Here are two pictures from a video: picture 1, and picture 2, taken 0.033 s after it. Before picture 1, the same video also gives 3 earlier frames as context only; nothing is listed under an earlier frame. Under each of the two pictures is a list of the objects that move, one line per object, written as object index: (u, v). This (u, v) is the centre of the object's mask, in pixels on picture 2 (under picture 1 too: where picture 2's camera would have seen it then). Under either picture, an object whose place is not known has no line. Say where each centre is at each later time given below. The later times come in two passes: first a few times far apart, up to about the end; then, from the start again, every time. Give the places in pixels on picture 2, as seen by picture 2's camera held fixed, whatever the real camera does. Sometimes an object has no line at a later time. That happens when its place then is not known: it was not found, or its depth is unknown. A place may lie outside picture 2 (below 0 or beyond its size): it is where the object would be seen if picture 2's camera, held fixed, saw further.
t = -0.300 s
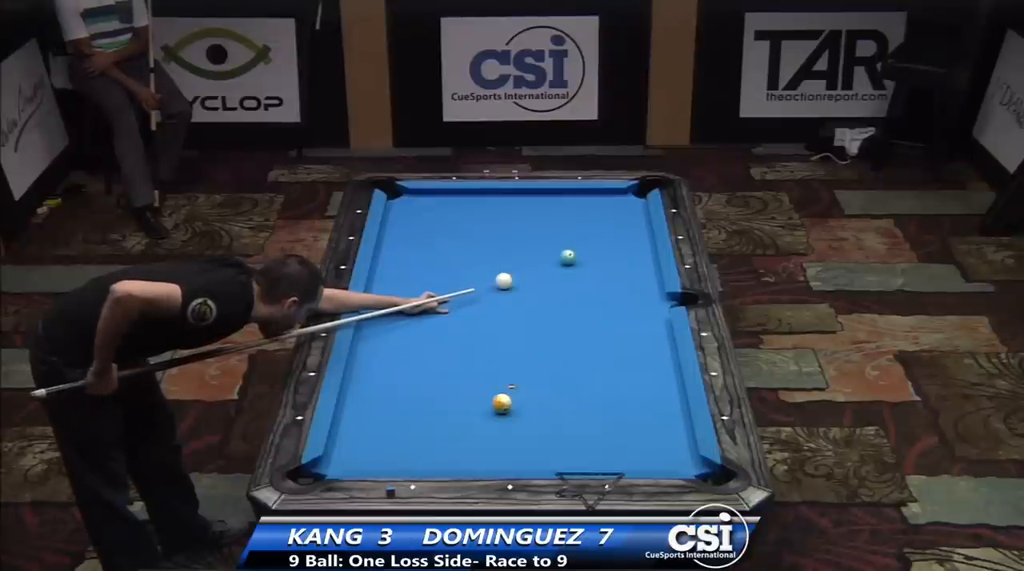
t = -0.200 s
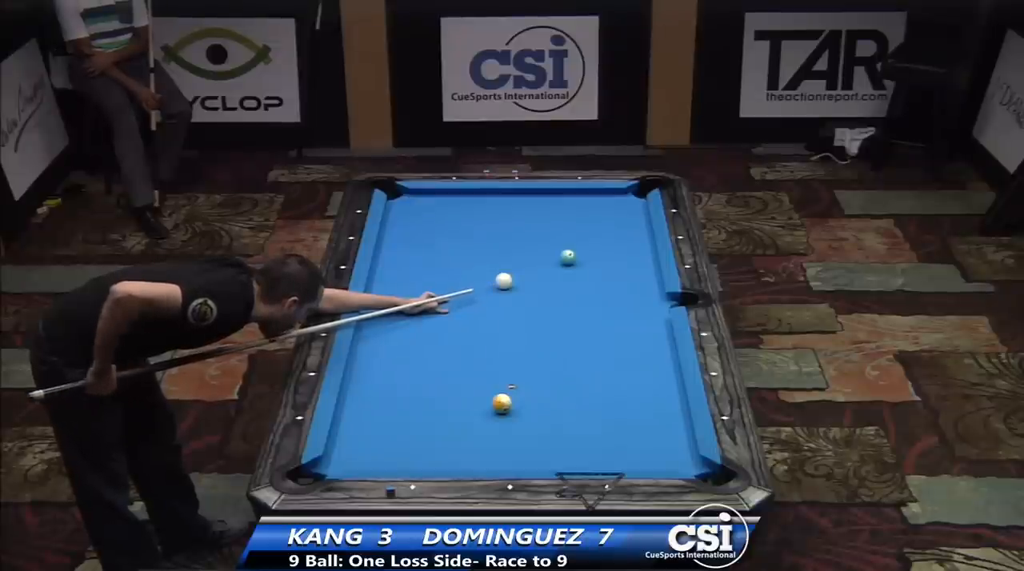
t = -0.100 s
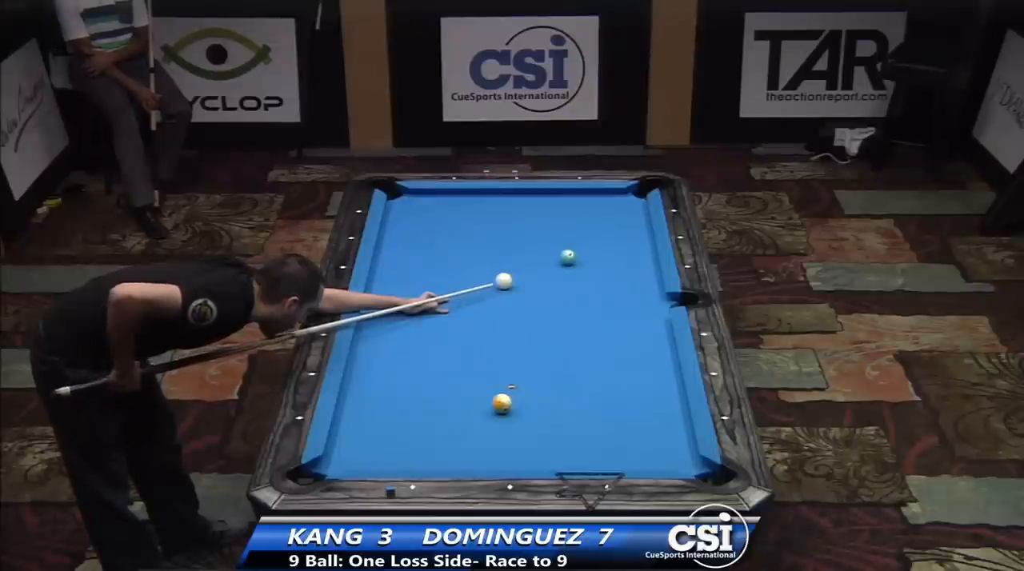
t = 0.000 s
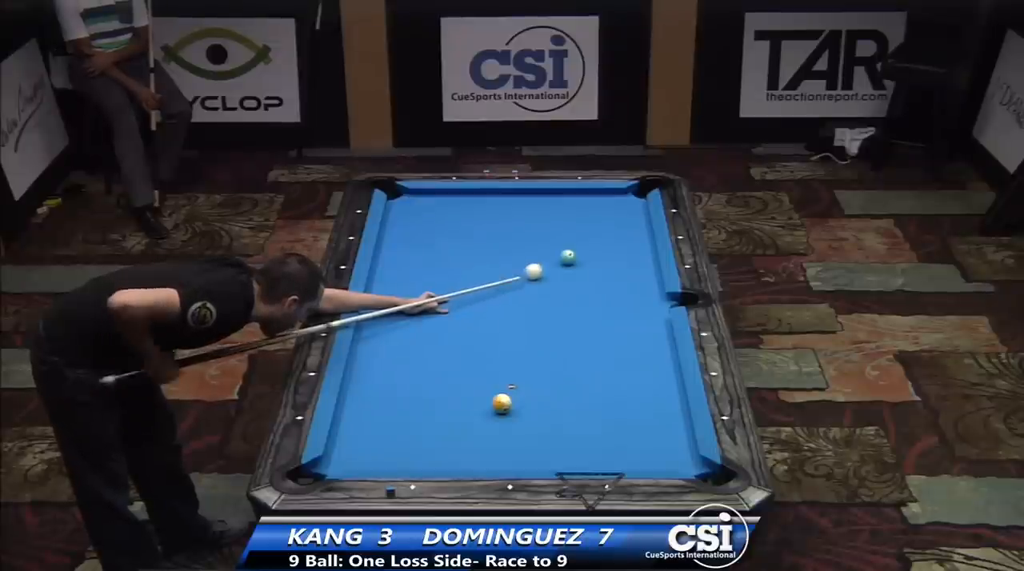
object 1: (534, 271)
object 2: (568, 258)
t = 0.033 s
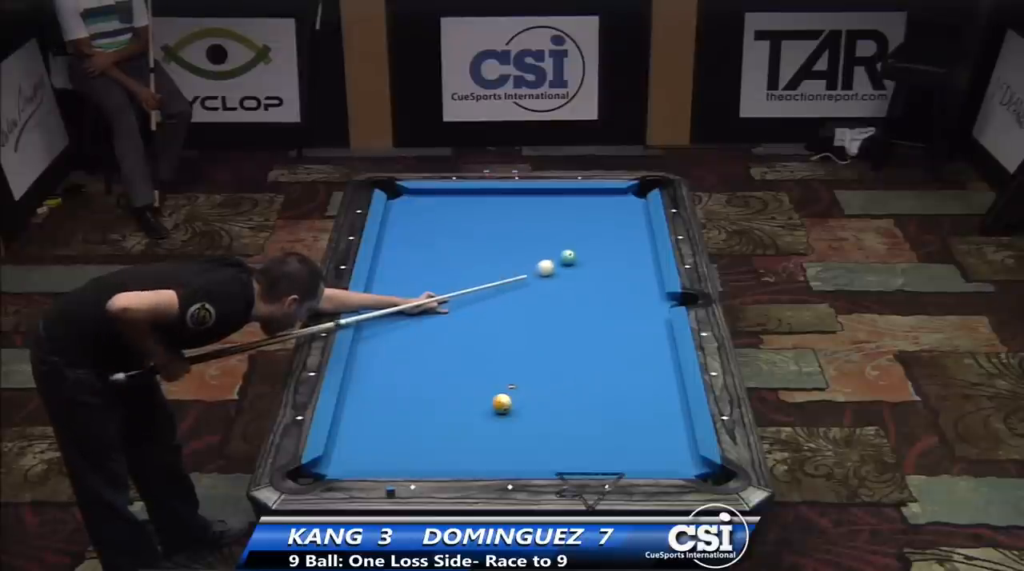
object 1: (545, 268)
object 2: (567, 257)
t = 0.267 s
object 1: (597, 267)
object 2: (588, 237)
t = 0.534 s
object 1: (647, 271)
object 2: (609, 217)
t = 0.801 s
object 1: (631, 279)
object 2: (627, 198)
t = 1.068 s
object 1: (608, 288)
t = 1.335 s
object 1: (586, 295)
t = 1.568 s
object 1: (568, 302)
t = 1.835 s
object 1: (547, 309)
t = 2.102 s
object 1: (527, 316)
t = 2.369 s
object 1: (508, 323)
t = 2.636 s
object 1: (490, 329)
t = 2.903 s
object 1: (473, 335)
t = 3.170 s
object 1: (457, 341)
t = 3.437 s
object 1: (443, 346)
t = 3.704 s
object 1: (430, 351)
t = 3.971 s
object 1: (417, 356)
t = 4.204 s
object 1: (407, 359)
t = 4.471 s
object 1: (398, 363)
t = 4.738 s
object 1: (388, 366)
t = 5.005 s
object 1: (381, 369)
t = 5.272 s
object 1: (374, 371)
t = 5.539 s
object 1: (369, 373)
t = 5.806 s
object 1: (365, 374)
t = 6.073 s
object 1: (363, 375)
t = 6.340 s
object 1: (362, 376)
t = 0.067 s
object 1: (557, 264)
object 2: (568, 257)
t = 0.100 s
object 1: (565, 264)
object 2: (572, 252)
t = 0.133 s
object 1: (571, 265)
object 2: (575, 250)
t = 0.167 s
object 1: (577, 265)
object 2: (578, 247)
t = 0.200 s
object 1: (584, 266)
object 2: (582, 243)
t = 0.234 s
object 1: (590, 267)
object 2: (585, 240)
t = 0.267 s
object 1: (597, 267)
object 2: (588, 237)
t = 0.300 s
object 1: (603, 268)
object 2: (591, 235)
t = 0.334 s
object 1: (609, 268)
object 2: (593, 232)
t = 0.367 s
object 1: (615, 269)
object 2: (596, 229)
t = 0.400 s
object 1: (622, 269)
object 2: (599, 227)
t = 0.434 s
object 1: (628, 270)
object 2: (601, 224)
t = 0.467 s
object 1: (635, 270)
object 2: (604, 222)
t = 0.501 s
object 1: (640, 271)
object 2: (606, 219)
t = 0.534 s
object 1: (647, 271)
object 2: (609, 217)
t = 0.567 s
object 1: (652, 272)
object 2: (612, 214)
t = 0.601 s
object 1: (650, 273)
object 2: (614, 212)
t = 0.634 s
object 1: (646, 274)
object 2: (616, 210)
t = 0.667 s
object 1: (642, 275)
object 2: (619, 207)
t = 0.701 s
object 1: (639, 276)
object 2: (621, 205)
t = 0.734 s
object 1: (637, 277)
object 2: (623, 203)
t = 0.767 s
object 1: (634, 278)
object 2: (625, 200)
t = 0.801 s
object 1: (631, 279)
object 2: (627, 198)
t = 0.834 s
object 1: (628, 280)
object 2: (630, 196)
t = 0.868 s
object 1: (625, 281)
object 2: (632, 193)
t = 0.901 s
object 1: (622, 282)
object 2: (634, 191)
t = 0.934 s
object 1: (619, 283)
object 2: (636, 189)
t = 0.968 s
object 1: (617, 284)
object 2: (640, 191)
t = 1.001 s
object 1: (614, 285)
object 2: (643, 193)
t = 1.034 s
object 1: (611, 286)
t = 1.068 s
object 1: (608, 288)
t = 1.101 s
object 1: (605, 289)
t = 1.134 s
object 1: (603, 290)
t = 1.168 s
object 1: (600, 291)
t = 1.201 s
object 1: (597, 291)
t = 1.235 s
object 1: (595, 293)
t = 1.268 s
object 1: (592, 293)
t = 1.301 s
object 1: (589, 294)
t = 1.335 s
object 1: (586, 295)
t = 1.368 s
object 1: (584, 296)
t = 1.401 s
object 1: (581, 297)
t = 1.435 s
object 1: (578, 298)
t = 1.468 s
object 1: (576, 299)
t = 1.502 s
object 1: (573, 300)
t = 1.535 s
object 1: (570, 301)
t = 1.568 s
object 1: (568, 302)
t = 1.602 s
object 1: (565, 303)
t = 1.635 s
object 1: (562, 304)
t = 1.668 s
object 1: (560, 305)
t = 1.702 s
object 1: (557, 306)
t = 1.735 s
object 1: (555, 307)
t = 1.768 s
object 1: (552, 308)
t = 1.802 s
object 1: (549, 309)
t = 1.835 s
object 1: (547, 309)
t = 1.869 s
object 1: (544, 310)
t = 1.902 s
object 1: (542, 311)
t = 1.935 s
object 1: (539, 312)
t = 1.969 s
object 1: (537, 313)
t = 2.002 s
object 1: (534, 314)
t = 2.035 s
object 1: (532, 315)
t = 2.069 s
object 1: (529, 316)
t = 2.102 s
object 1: (527, 316)
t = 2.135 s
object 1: (524, 317)
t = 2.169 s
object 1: (522, 318)
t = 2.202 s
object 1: (519, 319)
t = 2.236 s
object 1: (517, 320)
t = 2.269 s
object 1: (515, 321)
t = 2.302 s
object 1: (512, 321)
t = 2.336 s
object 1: (510, 322)
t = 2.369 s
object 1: (508, 323)
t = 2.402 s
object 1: (506, 324)
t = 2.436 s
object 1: (503, 324)
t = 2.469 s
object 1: (501, 325)
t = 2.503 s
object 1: (499, 326)
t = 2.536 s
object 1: (496, 327)
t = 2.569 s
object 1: (494, 328)
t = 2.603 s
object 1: (492, 329)
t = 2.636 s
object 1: (490, 329)
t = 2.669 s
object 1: (488, 330)
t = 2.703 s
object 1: (486, 331)
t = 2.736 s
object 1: (484, 332)
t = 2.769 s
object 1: (482, 332)
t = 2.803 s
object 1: (479, 333)
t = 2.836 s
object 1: (477, 334)
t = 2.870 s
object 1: (475, 335)
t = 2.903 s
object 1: (473, 335)
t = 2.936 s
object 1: (471, 336)
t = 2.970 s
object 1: (469, 337)
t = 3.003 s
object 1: (467, 337)
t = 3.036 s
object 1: (465, 338)
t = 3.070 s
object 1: (463, 339)
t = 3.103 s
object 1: (461, 339)
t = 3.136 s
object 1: (459, 340)
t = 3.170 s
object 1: (457, 341)
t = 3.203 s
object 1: (456, 342)
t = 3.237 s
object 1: (454, 342)
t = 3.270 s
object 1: (452, 343)
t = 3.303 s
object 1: (450, 343)
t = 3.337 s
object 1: (448, 344)
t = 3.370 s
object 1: (447, 345)
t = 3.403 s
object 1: (445, 346)
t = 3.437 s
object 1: (443, 346)
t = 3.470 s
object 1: (441, 347)
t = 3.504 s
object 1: (440, 348)
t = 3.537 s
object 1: (438, 348)
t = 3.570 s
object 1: (436, 349)
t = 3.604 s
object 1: (434, 349)
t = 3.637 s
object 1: (433, 350)
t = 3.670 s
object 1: (431, 351)
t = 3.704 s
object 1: (430, 351)
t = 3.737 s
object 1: (428, 352)
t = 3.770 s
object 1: (426, 352)
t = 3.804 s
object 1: (425, 353)
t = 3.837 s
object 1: (423, 353)
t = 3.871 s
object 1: (421, 354)
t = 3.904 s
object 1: (420, 354)
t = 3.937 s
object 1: (419, 355)
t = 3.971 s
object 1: (417, 356)
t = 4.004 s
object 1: (416, 356)
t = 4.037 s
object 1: (414, 357)
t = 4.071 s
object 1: (413, 357)
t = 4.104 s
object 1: (412, 358)
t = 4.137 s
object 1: (410, 358)
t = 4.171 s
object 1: (408, 358)
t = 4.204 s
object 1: (407, 359)
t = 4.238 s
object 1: (406, 360)
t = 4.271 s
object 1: (405, 360)
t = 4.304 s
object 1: (403, 361)
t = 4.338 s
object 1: (402, 361)
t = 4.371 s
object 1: (401, 361)
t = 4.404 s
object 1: (400, 362)
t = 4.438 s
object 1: (399, 362)
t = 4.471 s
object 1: (398, 363)
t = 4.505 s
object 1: (396, 363)
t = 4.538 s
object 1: (395, 364)
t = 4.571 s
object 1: (394, 364)
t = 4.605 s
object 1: (393, 365)
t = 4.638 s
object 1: (392, 365)
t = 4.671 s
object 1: (391, 365)
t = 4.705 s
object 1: (390, 366)
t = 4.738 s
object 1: (388, 366)
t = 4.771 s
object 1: (387, 366)
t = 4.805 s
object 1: (387, 367)
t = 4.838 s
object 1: (385, 367)
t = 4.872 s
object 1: (385, 367)
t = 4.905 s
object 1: (384, 368)
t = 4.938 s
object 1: (383, 368)
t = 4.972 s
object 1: (382, 368)
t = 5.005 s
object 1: (381, 369)
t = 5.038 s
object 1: (380, 369)
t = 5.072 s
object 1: (379, 369)
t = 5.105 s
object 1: (378, 369)
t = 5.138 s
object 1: (378, 370)
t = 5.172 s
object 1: (377, 370)
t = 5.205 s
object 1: (376, 370)
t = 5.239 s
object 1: (375, 371)
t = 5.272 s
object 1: (374, 371)
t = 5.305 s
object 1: (374, 371)
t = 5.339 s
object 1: (373, 371)
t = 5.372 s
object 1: (372, 372)
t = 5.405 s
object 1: (372, 372)
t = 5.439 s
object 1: (371, 372)
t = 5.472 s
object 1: (370, 372)
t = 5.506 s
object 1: (370, 372)
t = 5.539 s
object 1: (369, 373)
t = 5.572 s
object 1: (369, 373)
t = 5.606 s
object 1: (368, 373)
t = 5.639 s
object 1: (368, 373)
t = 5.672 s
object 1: (367, 373)
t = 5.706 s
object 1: (367, 373)
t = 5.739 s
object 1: (366, 374)
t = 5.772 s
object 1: (366, 374)
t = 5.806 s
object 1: (365, 374)
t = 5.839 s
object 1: (365, 374)
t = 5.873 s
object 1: (365, 374)
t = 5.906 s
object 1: (364, 374)
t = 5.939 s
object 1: (364, 375)
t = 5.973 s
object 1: (364, 375)
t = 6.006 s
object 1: (364, 375)
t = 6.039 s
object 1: (363, 375)
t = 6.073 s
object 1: (363, 375)
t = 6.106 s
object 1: (363, 375)
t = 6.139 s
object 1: (363, 375)
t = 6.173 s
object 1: (362, 375)
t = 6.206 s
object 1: (362, 375)
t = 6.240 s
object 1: (362, 376)
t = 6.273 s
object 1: (362, 376)
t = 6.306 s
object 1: (362, 376)
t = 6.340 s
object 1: (362, 376)
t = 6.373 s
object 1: (362, 376)
